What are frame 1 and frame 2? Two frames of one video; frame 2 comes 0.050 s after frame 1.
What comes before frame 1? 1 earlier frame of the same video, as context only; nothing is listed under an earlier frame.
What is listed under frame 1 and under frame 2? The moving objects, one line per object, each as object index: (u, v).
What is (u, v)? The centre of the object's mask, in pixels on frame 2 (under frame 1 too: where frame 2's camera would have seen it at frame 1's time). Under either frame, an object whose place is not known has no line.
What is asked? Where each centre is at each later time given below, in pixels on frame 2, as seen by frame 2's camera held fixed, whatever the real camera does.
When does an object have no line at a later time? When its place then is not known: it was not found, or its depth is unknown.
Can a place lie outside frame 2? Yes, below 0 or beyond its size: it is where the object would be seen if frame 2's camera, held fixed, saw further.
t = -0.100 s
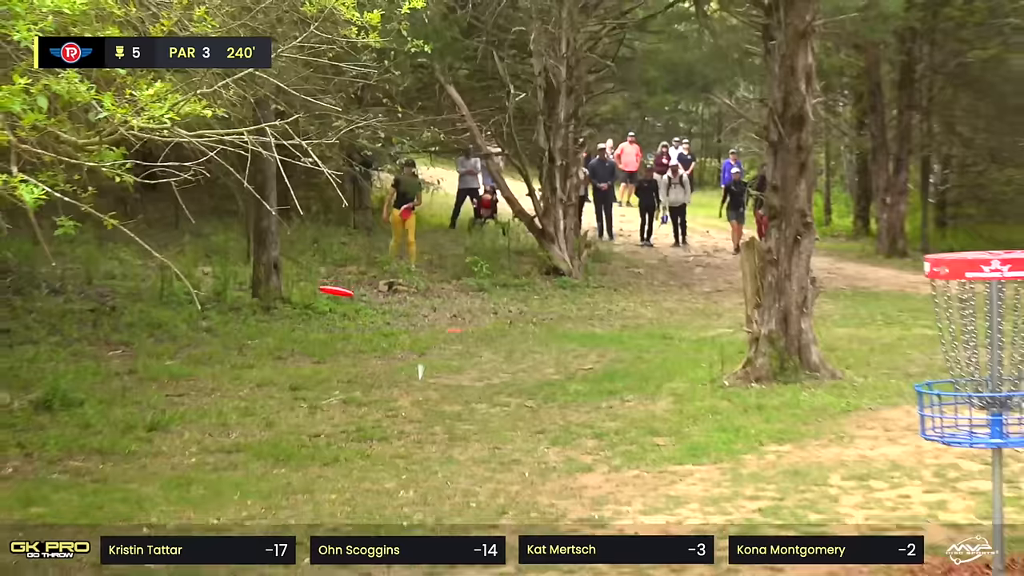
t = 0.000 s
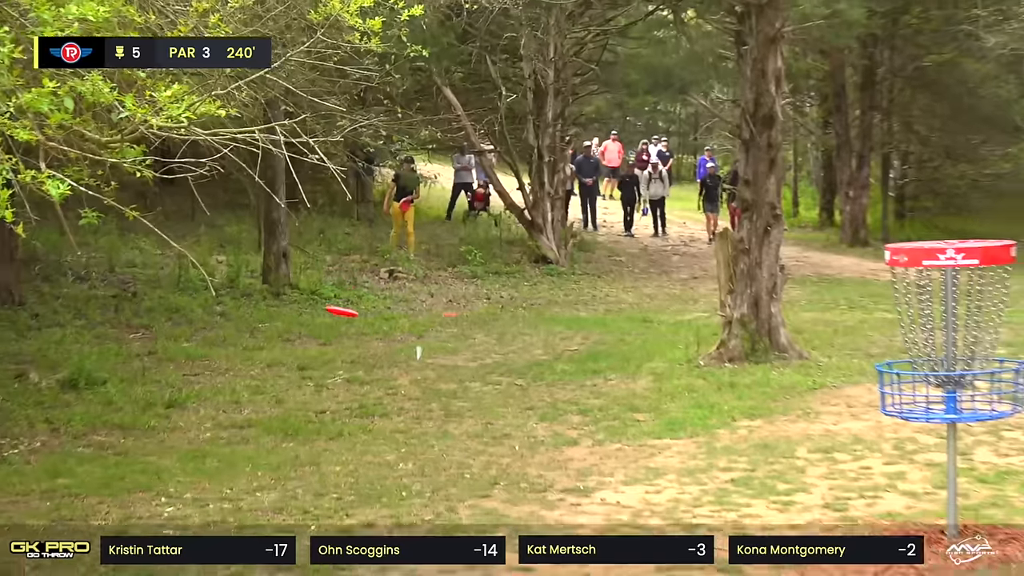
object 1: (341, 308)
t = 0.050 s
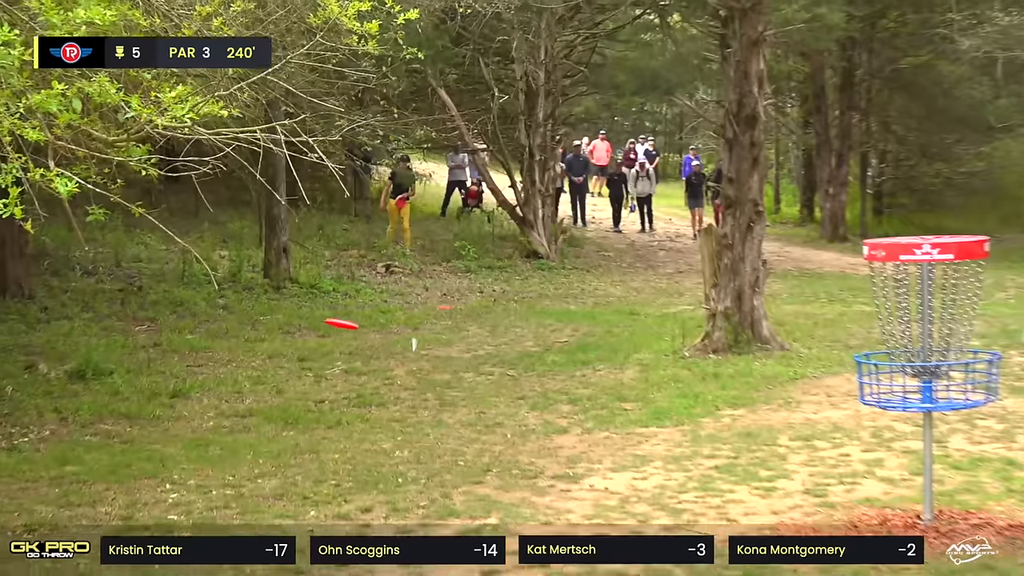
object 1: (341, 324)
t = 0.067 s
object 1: (342, 330)
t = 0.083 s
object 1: (342, 335)
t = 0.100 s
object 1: (343, 343)
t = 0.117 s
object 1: (344, 350)
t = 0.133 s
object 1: (345, 356)
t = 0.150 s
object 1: (345, 363)
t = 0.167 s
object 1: (346, 371)
